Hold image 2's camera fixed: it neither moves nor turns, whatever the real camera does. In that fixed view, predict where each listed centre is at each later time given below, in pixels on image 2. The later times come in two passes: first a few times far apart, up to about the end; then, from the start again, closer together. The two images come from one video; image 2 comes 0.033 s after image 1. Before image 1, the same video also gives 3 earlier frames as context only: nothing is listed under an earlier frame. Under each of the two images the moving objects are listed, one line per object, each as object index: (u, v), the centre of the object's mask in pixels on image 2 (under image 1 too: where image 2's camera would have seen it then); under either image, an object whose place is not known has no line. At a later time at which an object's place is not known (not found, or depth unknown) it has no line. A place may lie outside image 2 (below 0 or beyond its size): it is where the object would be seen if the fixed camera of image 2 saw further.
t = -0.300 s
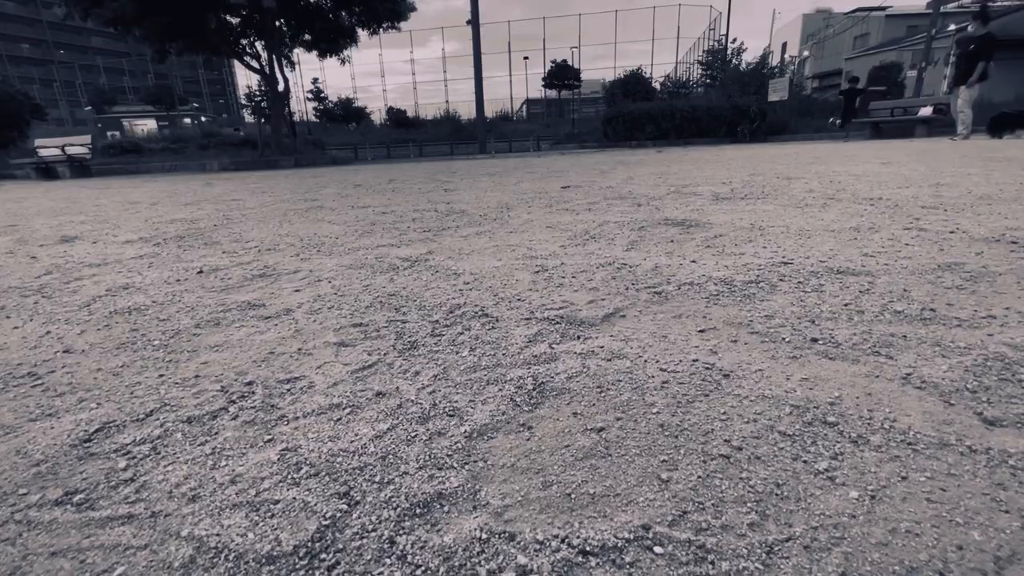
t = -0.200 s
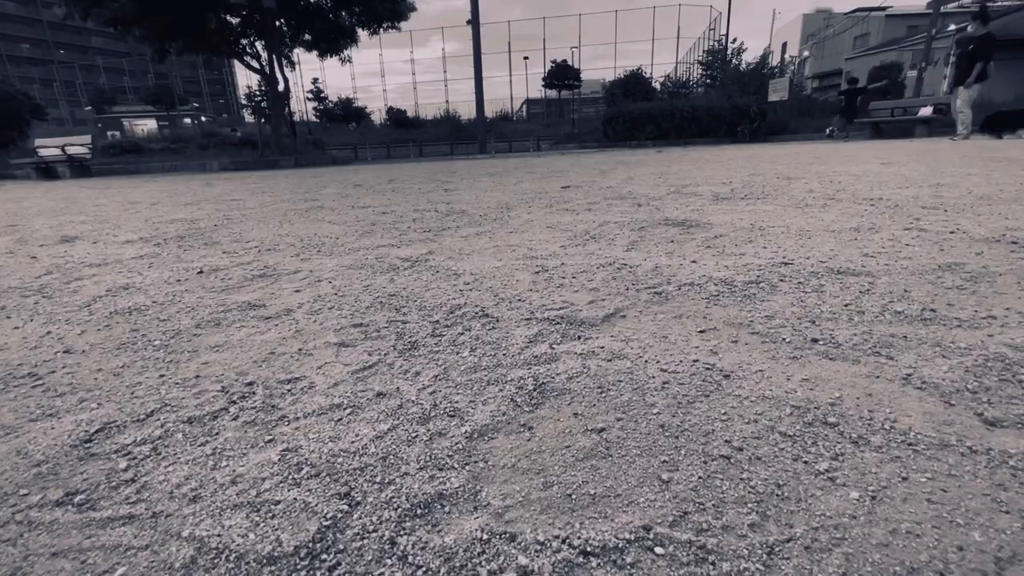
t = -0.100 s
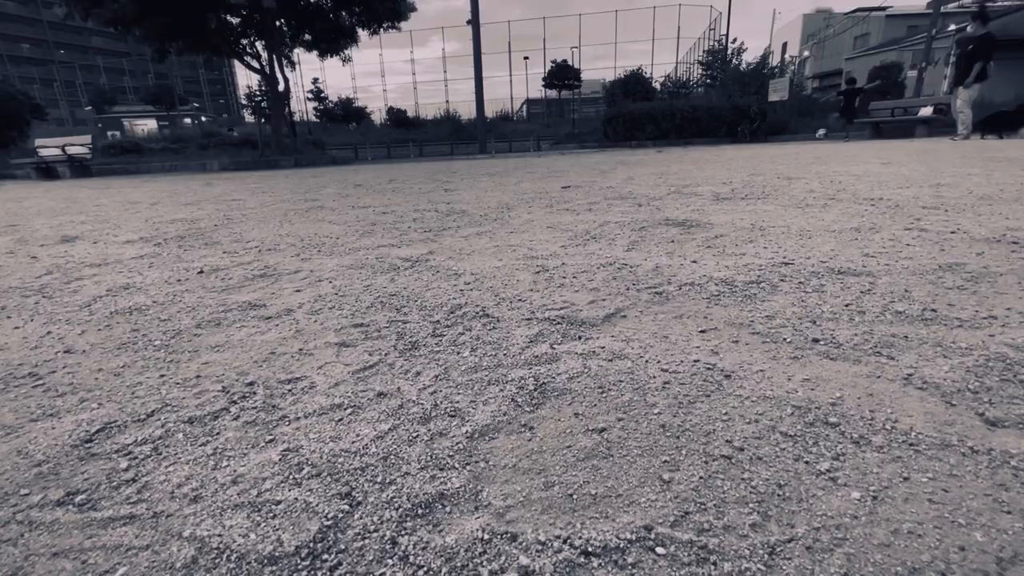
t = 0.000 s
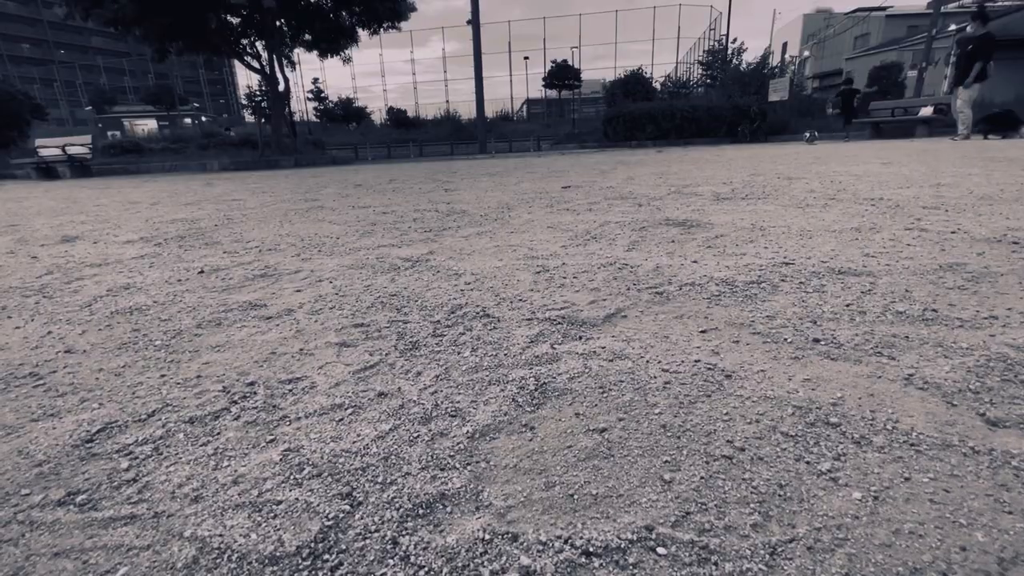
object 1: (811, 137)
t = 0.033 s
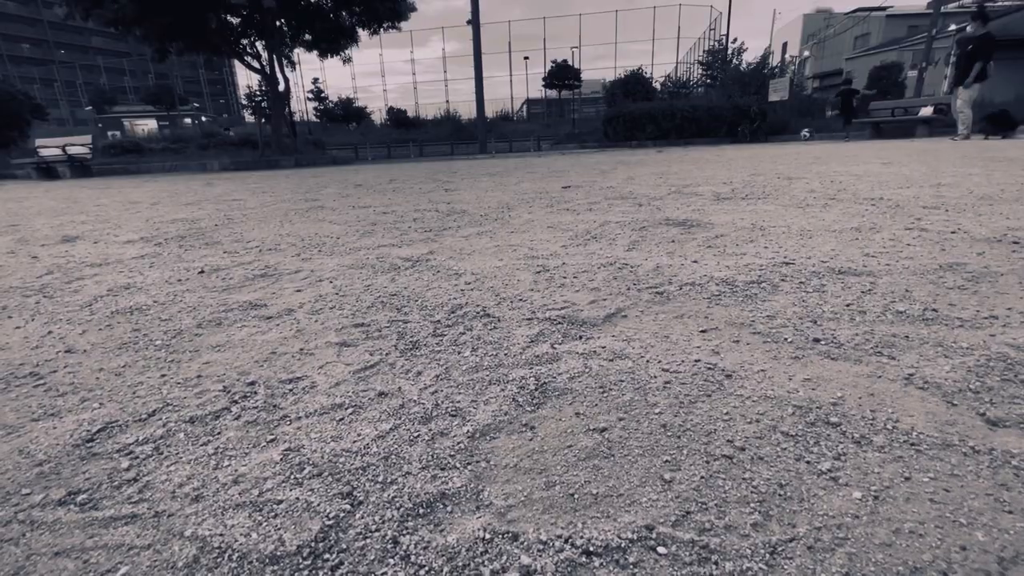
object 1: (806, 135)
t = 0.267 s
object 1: (779, 139)
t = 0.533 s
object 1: (745, 138)
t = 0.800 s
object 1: (708, 145)
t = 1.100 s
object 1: (649, 149)
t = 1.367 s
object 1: (569, 148)
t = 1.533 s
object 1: (493, 163)
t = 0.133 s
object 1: (796, 133)
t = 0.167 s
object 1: (792, 135)
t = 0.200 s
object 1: (786, 137)
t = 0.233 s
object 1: (782, 140)
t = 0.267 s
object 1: (779, 139)
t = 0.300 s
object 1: (775, 138)
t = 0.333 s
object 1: (770, 138)
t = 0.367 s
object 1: (767, 138)
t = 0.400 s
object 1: (761, 140)
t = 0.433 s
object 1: (756, 142)
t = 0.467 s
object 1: (753, 141)
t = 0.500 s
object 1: (749, 139)
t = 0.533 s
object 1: (745, 138)
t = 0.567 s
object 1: (741, 138)
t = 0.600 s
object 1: (737, 139)
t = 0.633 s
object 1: (732, 142)
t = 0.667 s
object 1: (728, 145)
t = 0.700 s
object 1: (723, 143)
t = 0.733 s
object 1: (718, 143)
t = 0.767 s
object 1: (714, 143)
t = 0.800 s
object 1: (708, 145)
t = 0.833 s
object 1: (702, 147)
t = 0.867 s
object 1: (697, 143)
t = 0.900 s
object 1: (691, 140)
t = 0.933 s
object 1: (685, 139)
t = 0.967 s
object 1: (679, 138)
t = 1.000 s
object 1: (672, 139)
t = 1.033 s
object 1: (665, 142)
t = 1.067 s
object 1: (657, 147)
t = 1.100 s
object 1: (649, 149)
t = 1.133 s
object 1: (641, 146)
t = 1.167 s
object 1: (634, 144)
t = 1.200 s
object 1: (624, 145)
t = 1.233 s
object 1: (615, 146)
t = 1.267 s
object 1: (604, 149)
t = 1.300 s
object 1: (593, 154)
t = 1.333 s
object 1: (581, 151)
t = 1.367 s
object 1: (569, 148)
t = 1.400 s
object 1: (555, 146)
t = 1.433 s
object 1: (542, 147)
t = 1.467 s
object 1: (527, 151)
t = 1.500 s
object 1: (509, 157)
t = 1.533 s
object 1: (493, 163)
